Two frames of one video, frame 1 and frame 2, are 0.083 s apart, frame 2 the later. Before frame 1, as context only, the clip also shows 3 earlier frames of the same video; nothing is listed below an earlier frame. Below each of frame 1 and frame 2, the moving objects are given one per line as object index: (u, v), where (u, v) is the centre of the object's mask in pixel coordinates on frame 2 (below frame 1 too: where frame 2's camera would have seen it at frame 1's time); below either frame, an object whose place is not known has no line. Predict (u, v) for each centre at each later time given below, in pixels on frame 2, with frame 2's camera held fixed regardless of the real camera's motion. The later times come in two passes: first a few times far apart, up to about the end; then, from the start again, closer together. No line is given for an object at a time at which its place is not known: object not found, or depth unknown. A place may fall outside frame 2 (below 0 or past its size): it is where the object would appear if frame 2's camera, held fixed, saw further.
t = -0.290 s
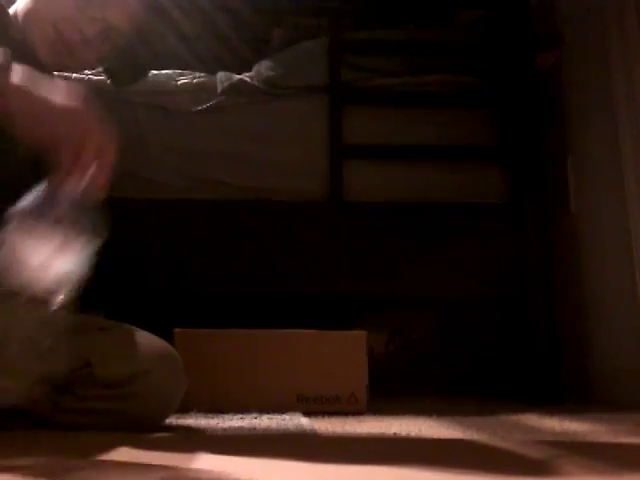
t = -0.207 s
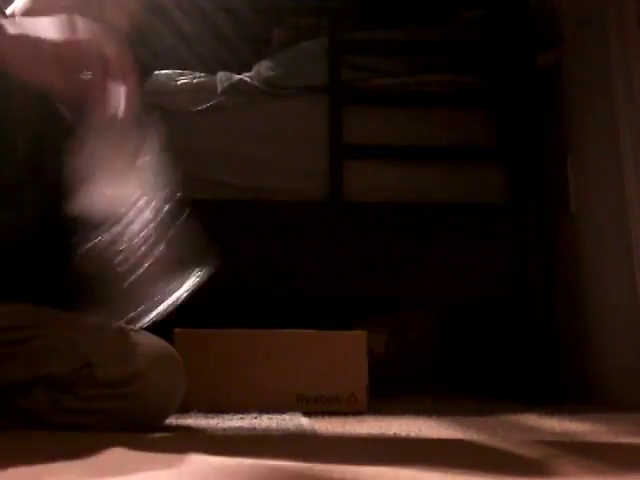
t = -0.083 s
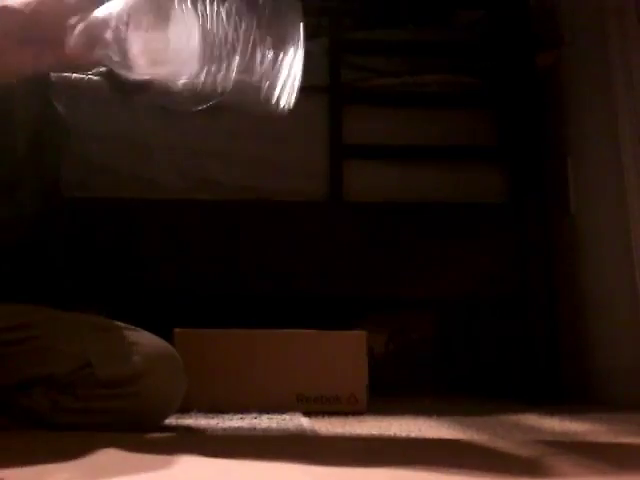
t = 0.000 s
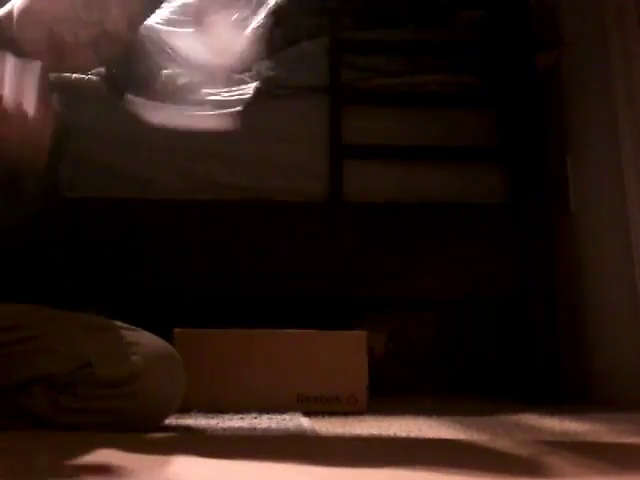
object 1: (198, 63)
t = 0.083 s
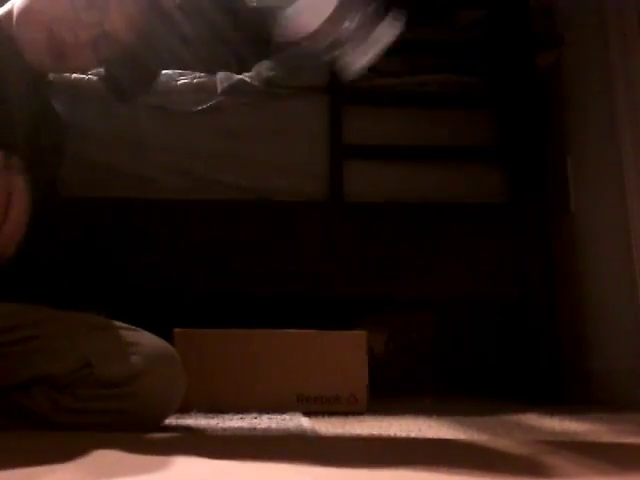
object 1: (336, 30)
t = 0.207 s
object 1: (237, 47)
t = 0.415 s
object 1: (187, 328)
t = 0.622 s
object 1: (193, 336)
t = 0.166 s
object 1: (238, 20)
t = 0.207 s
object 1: (237, 47)
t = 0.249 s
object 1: (233, 108)
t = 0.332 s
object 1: (211, 311)
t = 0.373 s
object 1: (194, 324)
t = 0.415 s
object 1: (187, 328)
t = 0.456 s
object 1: (183, 330)
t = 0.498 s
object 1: (182, 331)
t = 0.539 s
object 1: (189, 330)
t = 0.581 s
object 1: (195, 334)
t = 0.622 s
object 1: (193, 336)
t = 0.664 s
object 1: (194, 336)
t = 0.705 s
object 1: (194, 336)
